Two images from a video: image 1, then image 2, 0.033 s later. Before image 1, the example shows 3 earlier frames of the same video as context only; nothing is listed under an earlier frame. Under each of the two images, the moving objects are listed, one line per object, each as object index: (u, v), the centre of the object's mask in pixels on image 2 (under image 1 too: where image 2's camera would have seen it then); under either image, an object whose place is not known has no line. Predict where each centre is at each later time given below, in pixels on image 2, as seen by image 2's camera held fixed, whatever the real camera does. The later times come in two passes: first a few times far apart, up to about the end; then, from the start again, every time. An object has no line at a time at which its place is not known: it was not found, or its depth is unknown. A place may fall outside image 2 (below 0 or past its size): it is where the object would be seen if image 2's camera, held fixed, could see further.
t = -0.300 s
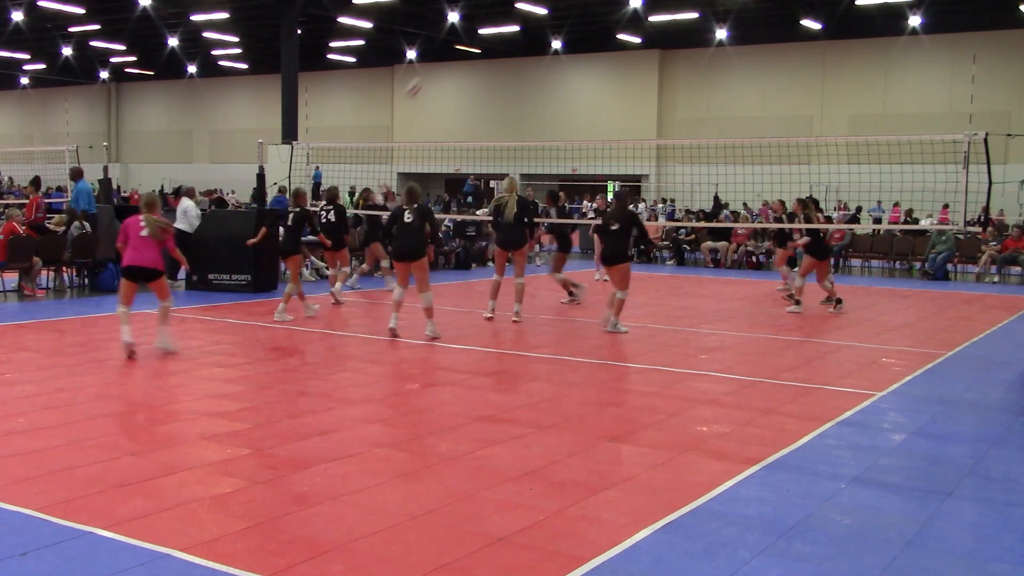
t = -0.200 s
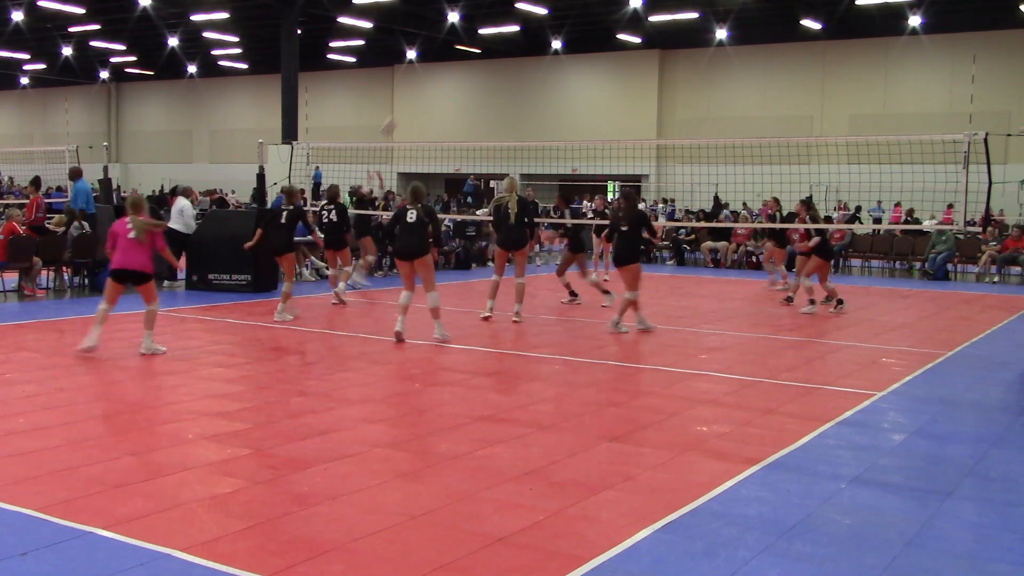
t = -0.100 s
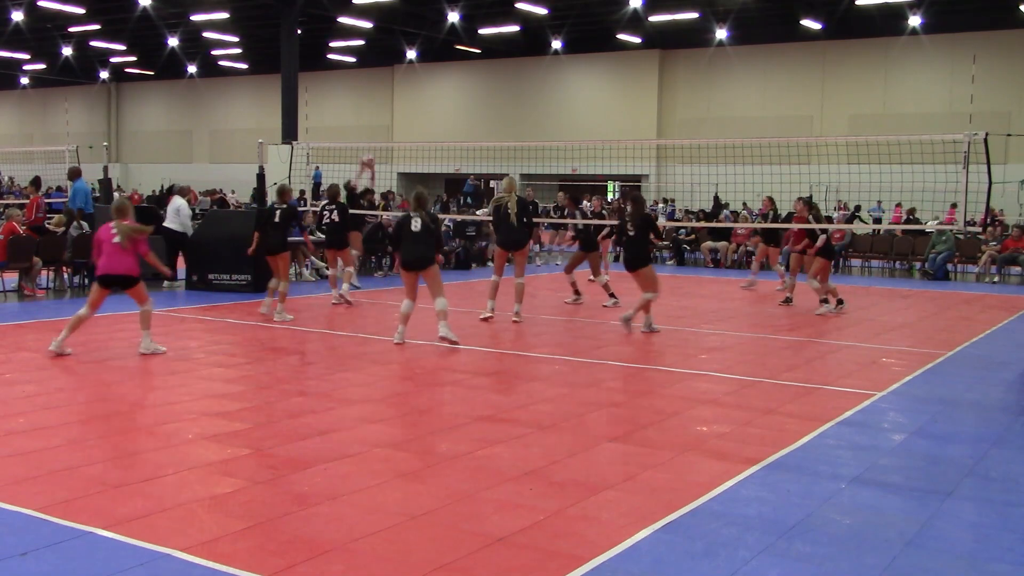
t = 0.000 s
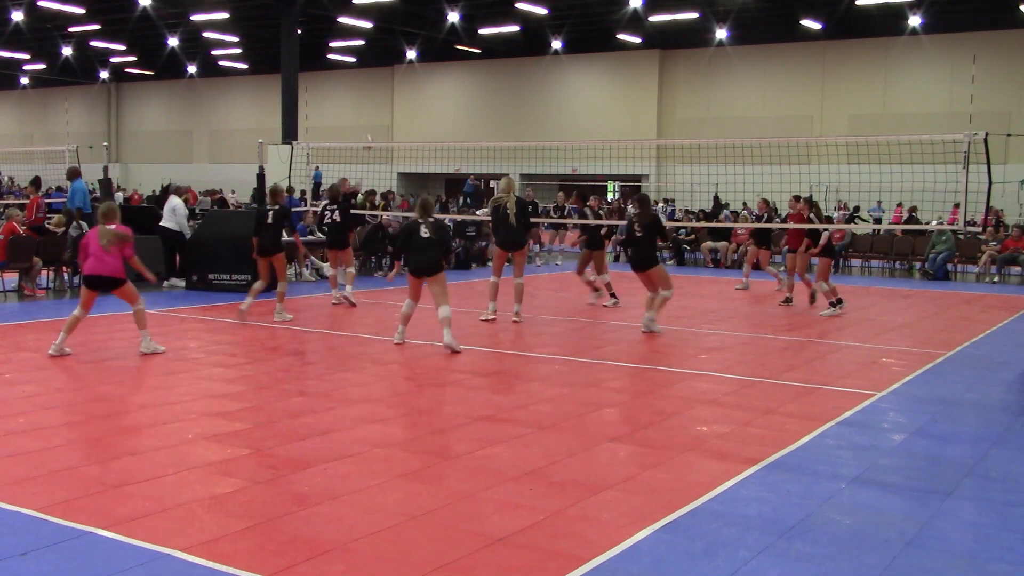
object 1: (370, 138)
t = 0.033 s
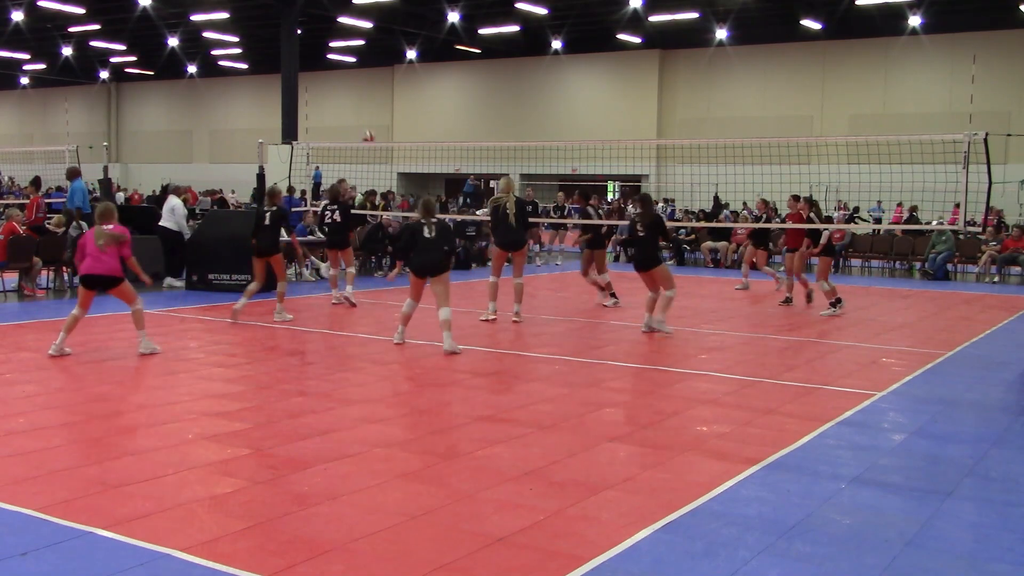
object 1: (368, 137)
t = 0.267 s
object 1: (369, 117)
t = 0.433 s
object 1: (368, 128)
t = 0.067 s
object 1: (368, 133)
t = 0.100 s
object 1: (369, 128)
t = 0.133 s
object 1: (369, 124)
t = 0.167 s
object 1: (369, 121)
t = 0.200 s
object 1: (369, 119)
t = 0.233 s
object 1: (369, 118)
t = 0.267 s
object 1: (369, 117)
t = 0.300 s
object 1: (369, 117)
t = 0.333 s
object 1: (369, 119)
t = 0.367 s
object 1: (369, 120)
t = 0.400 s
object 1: (368, 123)
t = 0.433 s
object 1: (368, 128)
